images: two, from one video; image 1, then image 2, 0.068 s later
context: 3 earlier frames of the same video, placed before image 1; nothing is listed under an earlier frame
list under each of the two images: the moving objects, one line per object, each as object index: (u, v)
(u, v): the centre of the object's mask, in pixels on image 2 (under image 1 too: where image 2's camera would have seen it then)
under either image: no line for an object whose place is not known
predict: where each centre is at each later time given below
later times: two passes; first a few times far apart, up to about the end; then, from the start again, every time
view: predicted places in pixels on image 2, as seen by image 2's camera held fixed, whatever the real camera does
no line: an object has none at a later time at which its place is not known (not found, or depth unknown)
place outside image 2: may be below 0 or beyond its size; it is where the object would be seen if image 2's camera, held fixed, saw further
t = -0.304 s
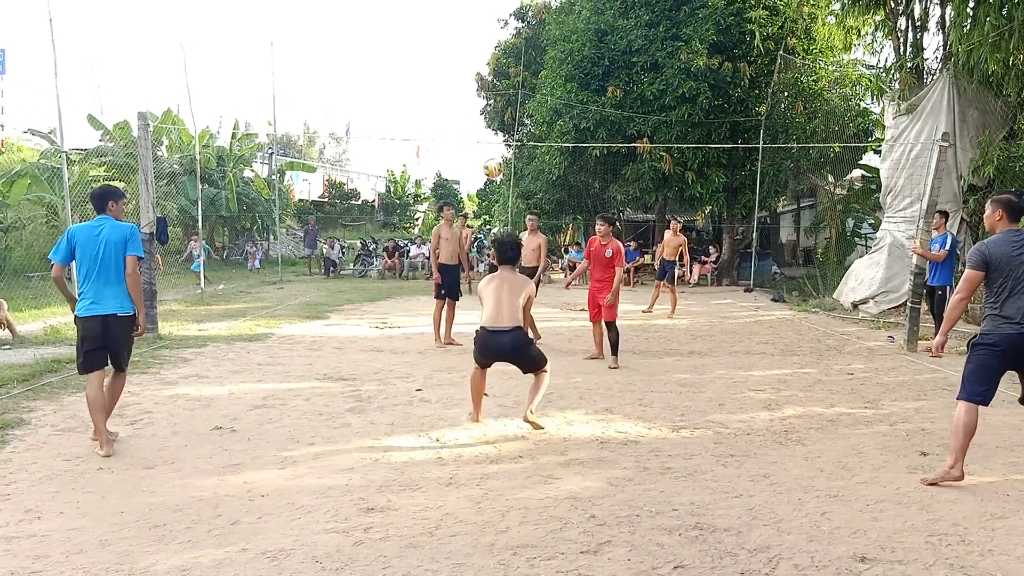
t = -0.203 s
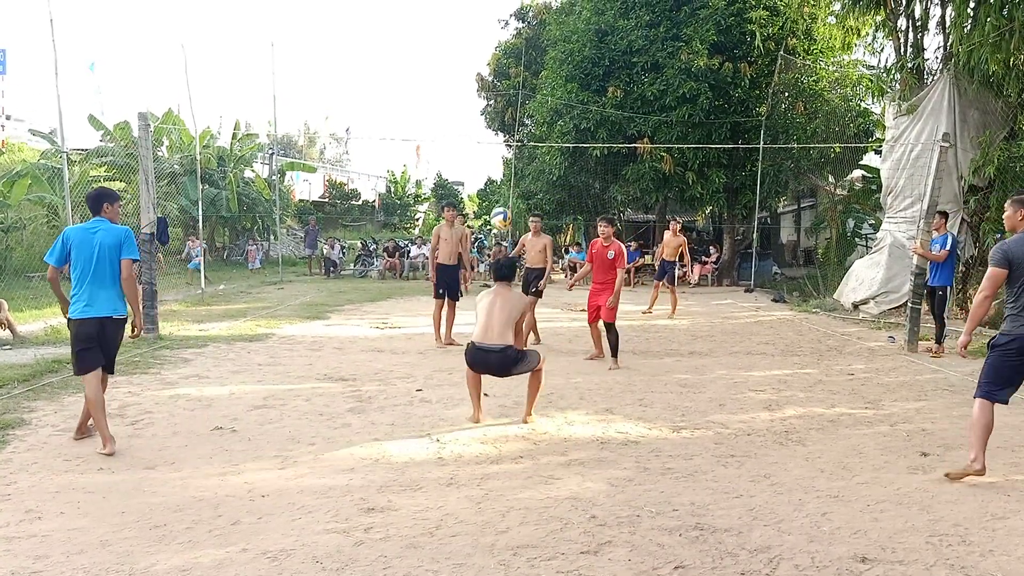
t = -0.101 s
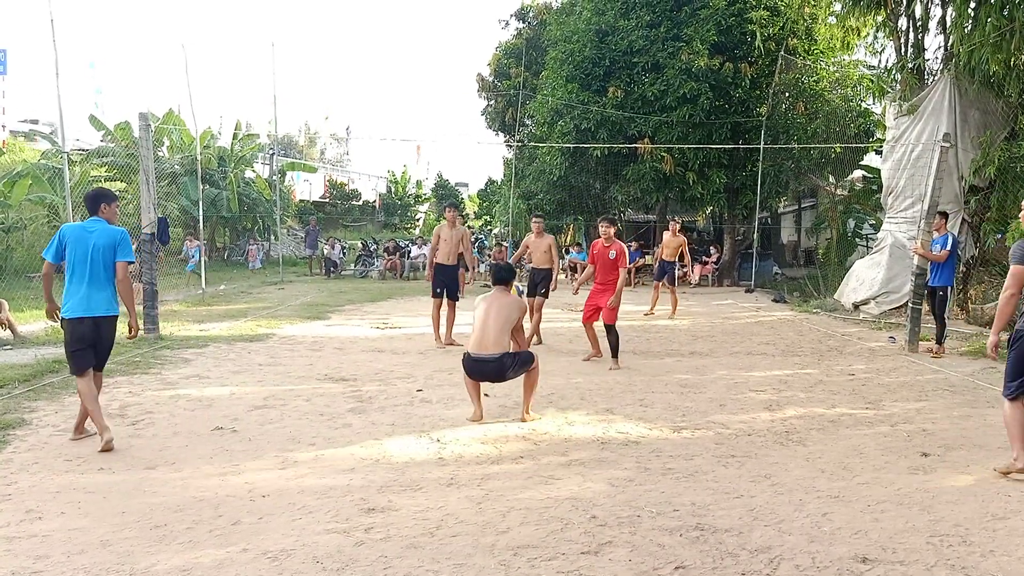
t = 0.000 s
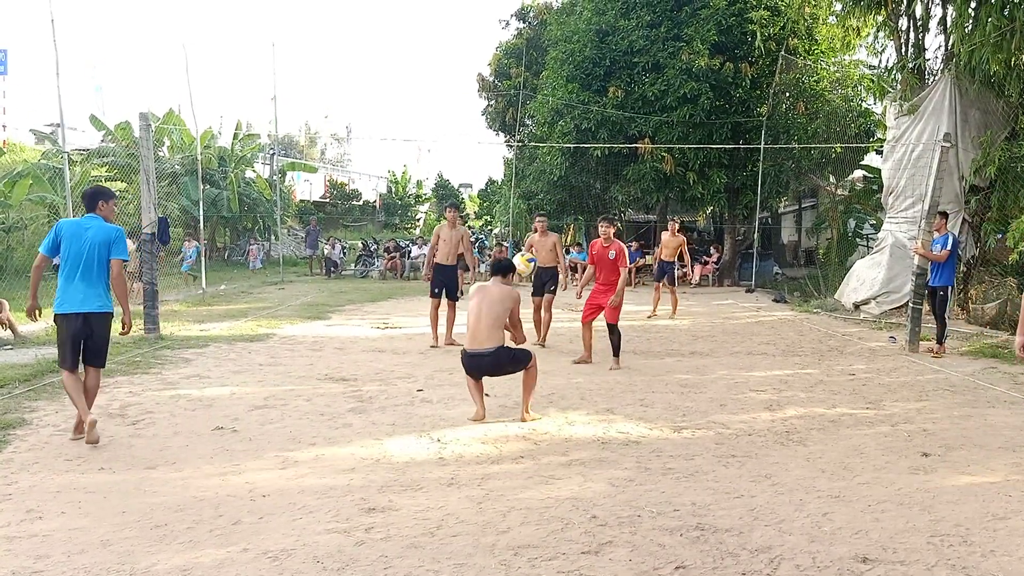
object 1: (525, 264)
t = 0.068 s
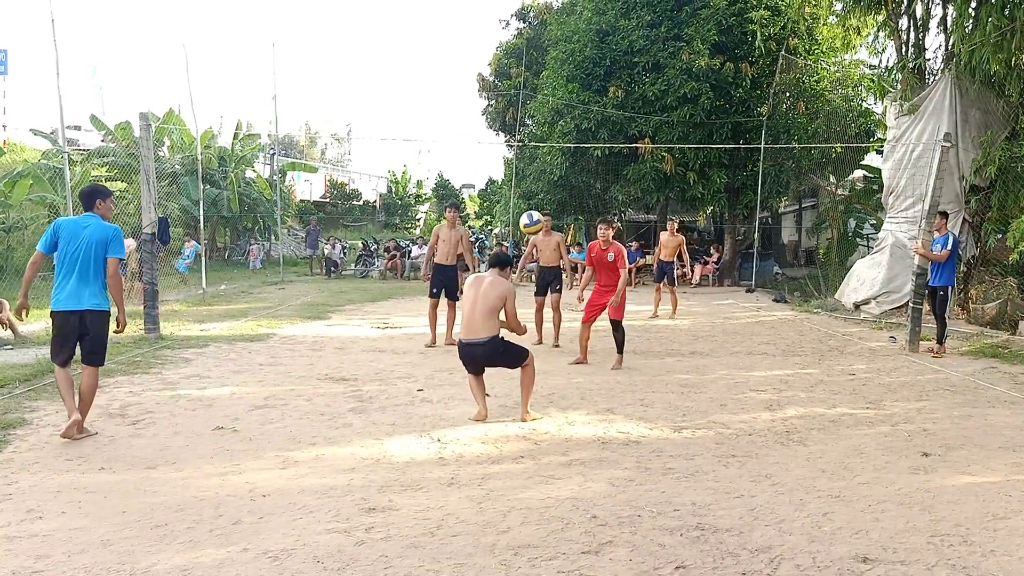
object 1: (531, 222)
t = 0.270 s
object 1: (552, 135)
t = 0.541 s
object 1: (575, 97)
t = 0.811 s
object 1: (595, 135)
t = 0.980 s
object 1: (605, 190)
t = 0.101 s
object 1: (535, 205)
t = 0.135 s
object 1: (538, 188)
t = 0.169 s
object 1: (542, 172)
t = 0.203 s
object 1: (545, 158)
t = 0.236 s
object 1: (549, 146)
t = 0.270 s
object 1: (552, 135)
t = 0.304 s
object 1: (555, 126)
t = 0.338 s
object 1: (558, 118)
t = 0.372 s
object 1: (561, 112)
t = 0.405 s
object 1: (563, 107)
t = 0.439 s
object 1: (567, 102)
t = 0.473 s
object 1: (570, 99)
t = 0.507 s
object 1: (572, 97)
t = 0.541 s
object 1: (575, 97)
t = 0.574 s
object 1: (578, 99)
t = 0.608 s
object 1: (580, 101)
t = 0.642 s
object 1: (583, 104)
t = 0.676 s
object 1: (585, 108)
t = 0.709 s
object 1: (588, 113)
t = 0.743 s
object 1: (590, 120)
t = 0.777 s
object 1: (592, 127)
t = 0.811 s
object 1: (595, 135)
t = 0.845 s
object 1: (597, 145)
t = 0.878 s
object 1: (599, 155)
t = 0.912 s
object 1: (601, 166)
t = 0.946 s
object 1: (603, 178)
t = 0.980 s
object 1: (605, 190)
